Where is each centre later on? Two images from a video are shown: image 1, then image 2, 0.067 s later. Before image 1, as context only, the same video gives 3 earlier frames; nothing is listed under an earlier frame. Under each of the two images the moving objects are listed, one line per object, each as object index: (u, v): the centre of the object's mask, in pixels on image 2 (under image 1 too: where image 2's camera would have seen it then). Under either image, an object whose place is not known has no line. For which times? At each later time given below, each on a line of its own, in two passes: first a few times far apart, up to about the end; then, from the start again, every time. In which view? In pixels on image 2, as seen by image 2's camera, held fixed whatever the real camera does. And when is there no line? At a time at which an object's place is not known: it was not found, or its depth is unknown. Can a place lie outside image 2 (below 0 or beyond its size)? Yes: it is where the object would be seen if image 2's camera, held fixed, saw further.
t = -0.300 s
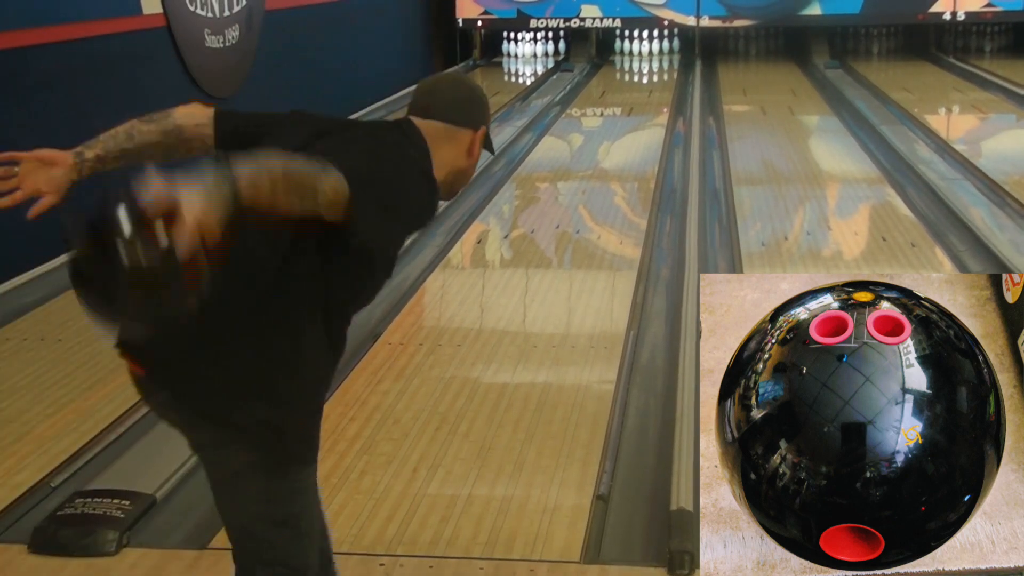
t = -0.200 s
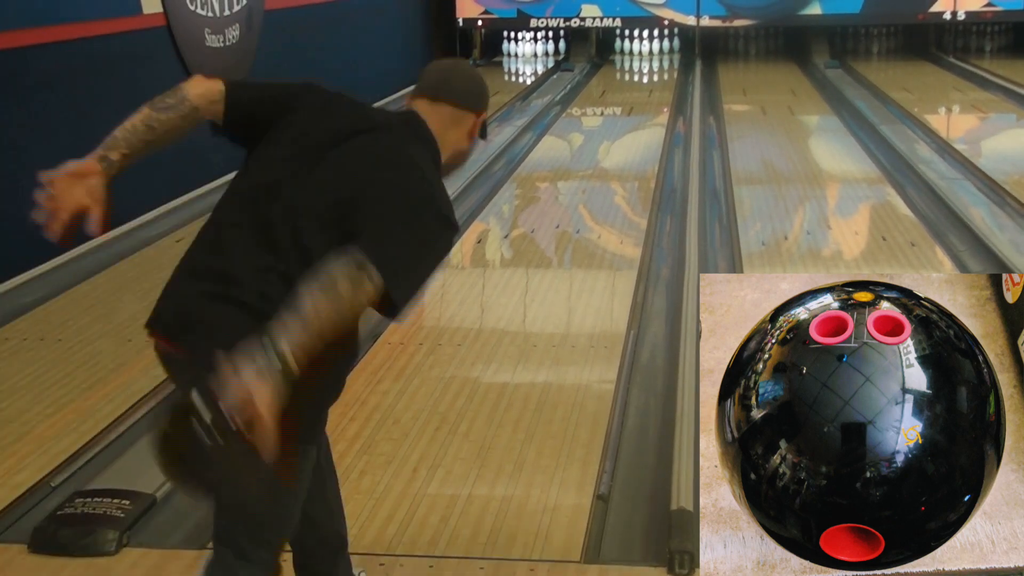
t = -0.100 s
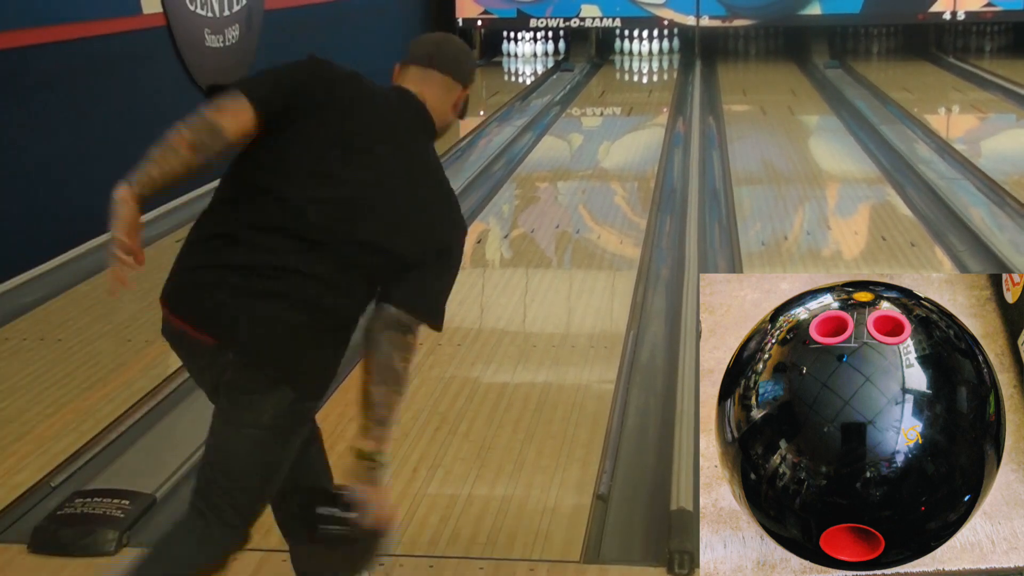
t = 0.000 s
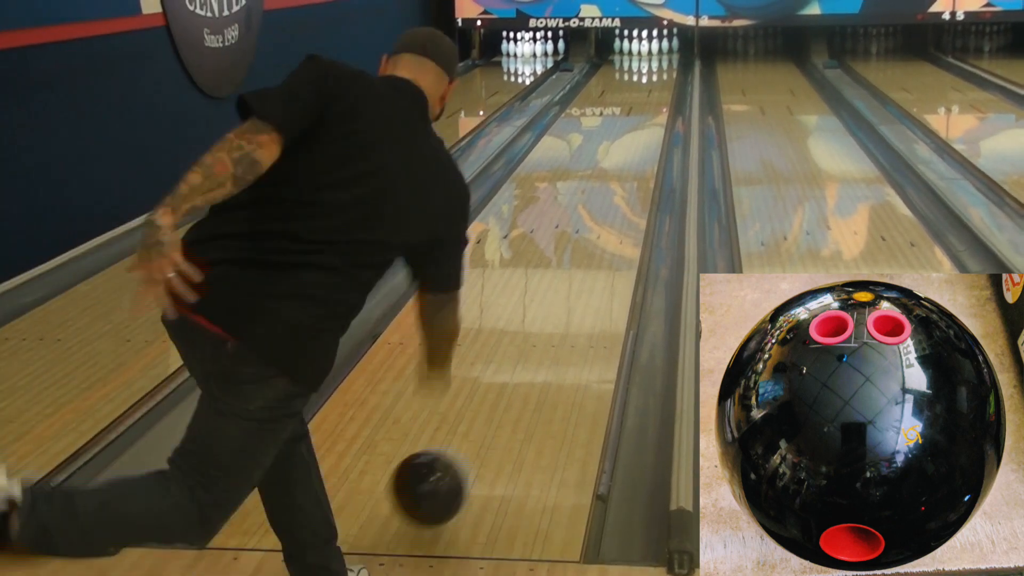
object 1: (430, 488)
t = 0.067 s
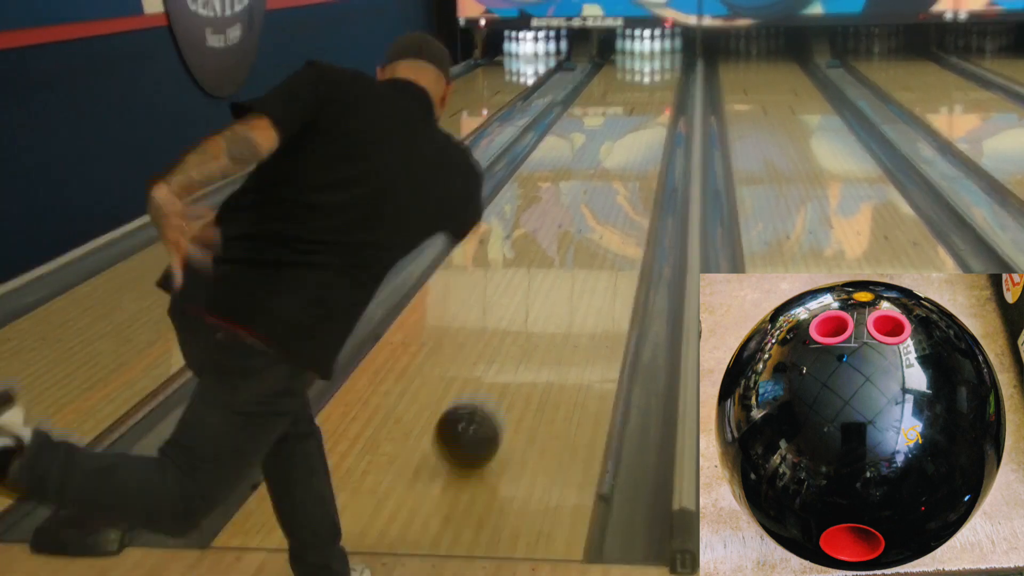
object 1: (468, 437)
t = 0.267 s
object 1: (540, 312)
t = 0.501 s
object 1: (588, 228)
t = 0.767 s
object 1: (620, 168)
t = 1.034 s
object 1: (640, 130)
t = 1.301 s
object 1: (653, 104)
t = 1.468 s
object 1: (658, 92)
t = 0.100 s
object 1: (483, 410)
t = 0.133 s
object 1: (497, 387)
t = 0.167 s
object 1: (510, 366)
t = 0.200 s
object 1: (521, 347)
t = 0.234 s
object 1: (531, 329)
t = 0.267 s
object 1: (540, 312)
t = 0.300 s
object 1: (548, 297)
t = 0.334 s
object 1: (556, 283)
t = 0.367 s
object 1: (564, 270)
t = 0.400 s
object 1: (570, 259)
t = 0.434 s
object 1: (576, 248)
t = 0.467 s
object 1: (582, 238)
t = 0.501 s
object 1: (588, 228)
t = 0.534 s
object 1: (592, 218)
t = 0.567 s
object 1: (597, 210)
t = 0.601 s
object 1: (601, 202)
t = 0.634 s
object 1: (605, 195)
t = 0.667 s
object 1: (609, 188)
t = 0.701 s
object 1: (613, 181)
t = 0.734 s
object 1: (616, 174)
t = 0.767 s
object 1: (620, 168)
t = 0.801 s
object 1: (622, 163)
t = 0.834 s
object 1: (625, 157)
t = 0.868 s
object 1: (628, 152)
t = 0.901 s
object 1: (631, 147)
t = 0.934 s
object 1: (633, 142)
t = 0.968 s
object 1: (635, 138)
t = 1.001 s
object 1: (638, 134)
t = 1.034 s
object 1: (640, 130)
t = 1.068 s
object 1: (642, 126)
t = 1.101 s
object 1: (644, 122)
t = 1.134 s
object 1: (645, 119)
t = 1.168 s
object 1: (647, 115)
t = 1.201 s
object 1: (649, 112)
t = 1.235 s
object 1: (650, 109)
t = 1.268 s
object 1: (652, 106)
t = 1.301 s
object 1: (653, 104)
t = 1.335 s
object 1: (654, 101)
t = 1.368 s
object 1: (655, 98)
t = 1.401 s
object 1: (656, 96)
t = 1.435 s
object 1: (657, 94)
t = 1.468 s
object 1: (658, 92)
